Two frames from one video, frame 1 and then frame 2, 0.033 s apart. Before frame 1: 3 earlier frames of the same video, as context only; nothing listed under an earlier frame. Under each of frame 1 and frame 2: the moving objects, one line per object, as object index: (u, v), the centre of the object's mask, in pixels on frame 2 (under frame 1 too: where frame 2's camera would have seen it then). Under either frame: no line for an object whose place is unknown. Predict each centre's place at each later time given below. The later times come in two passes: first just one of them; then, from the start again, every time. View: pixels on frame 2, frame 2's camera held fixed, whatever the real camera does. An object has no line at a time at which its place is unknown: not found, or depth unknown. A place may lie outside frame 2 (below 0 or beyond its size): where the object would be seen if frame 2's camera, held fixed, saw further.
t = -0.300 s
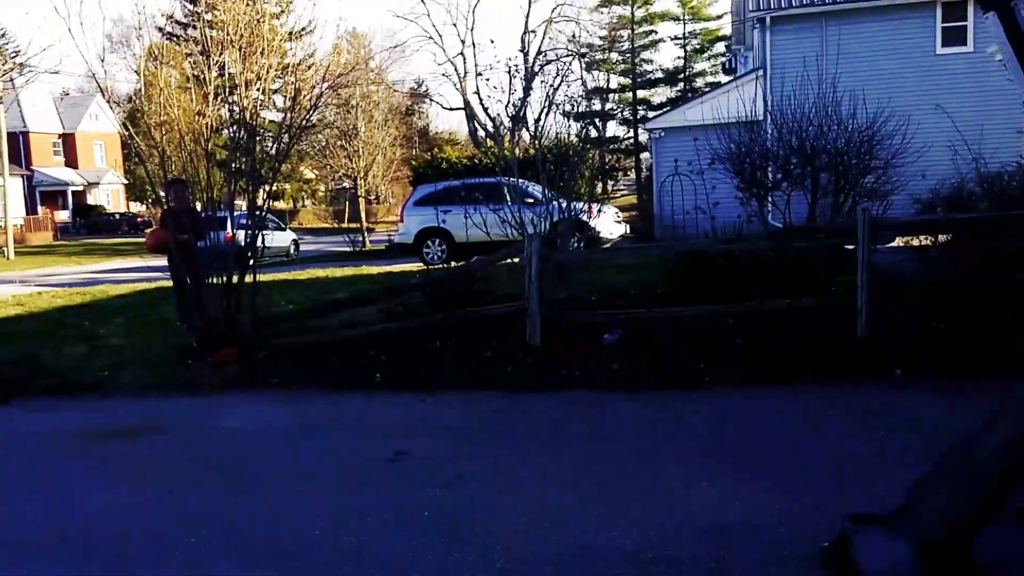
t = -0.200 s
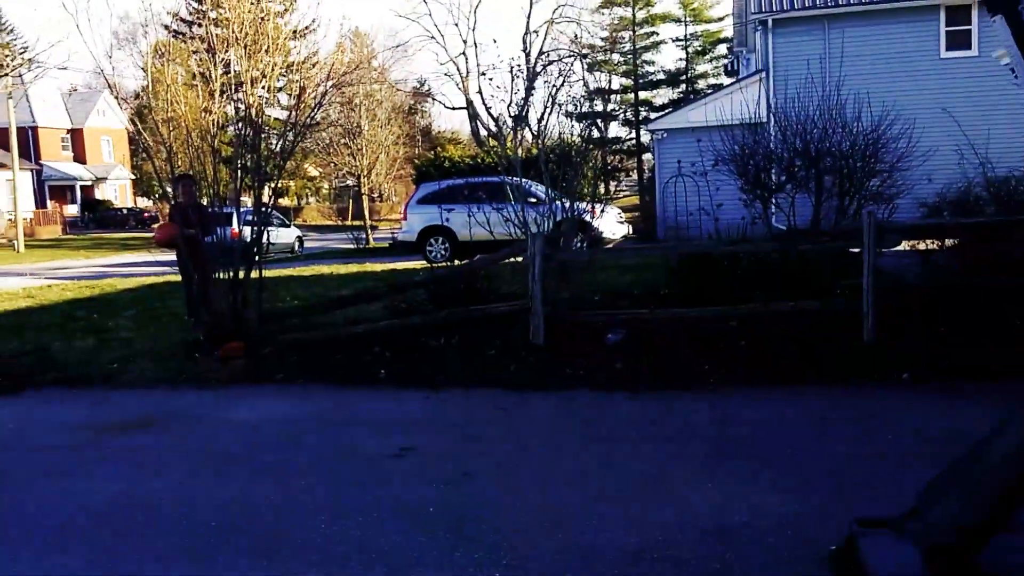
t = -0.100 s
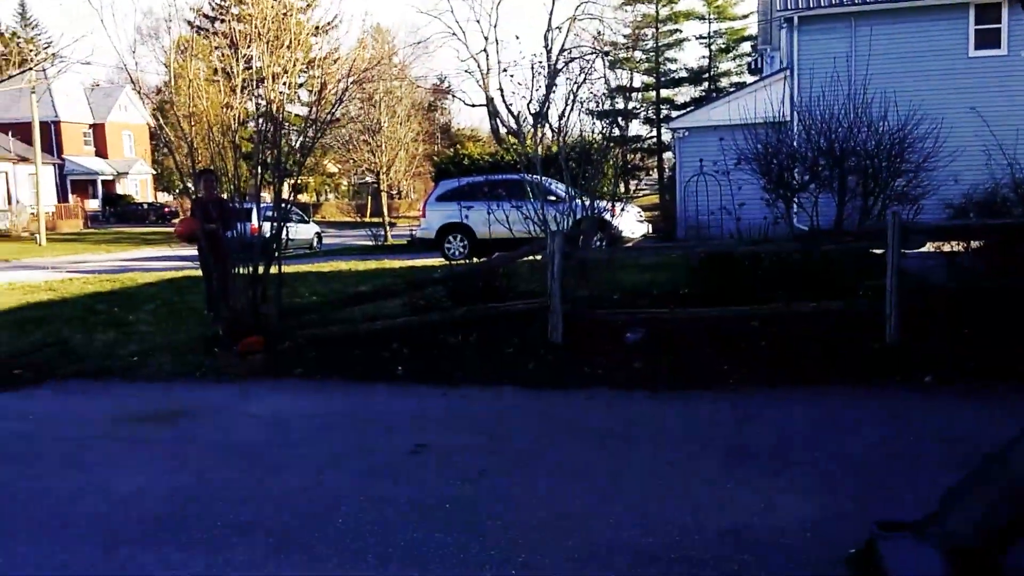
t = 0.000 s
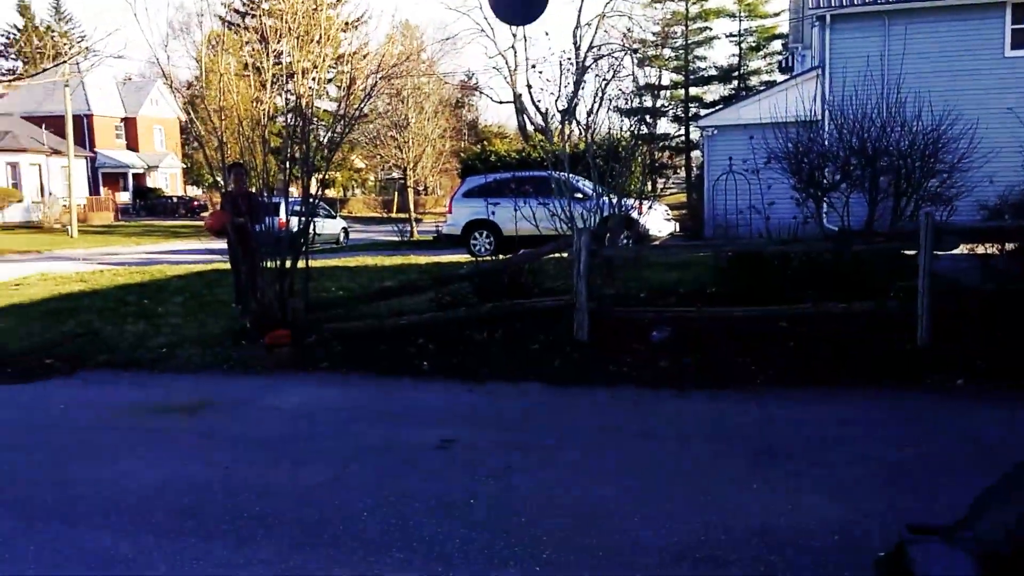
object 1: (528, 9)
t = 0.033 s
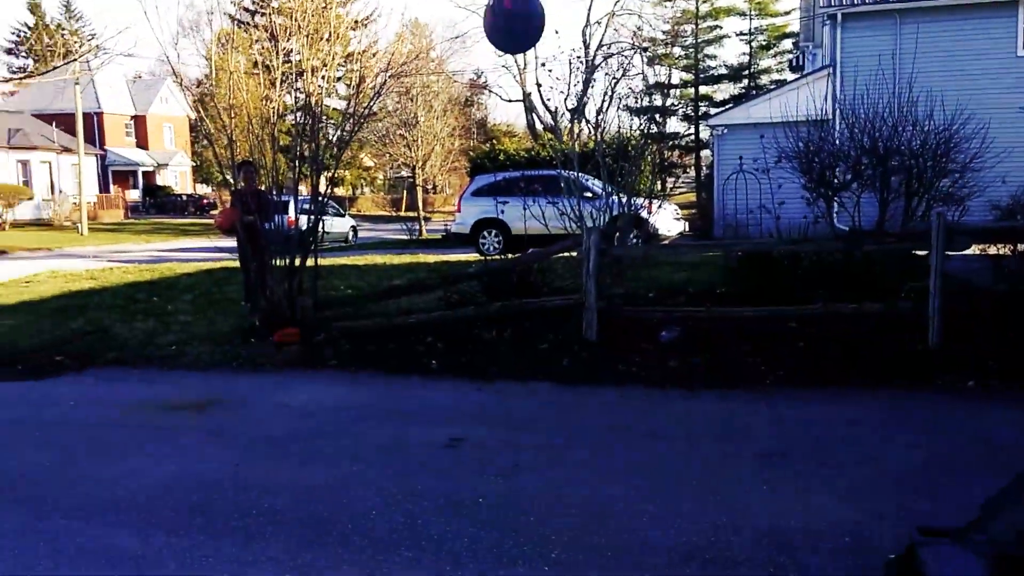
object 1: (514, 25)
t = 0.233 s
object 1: (437, 244)
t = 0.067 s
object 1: (499, 52)
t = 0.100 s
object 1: (485, 85)
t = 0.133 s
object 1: (472, 123)
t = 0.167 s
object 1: (460, 163)
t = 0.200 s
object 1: (448, 203)
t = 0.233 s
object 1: (437, 244)
